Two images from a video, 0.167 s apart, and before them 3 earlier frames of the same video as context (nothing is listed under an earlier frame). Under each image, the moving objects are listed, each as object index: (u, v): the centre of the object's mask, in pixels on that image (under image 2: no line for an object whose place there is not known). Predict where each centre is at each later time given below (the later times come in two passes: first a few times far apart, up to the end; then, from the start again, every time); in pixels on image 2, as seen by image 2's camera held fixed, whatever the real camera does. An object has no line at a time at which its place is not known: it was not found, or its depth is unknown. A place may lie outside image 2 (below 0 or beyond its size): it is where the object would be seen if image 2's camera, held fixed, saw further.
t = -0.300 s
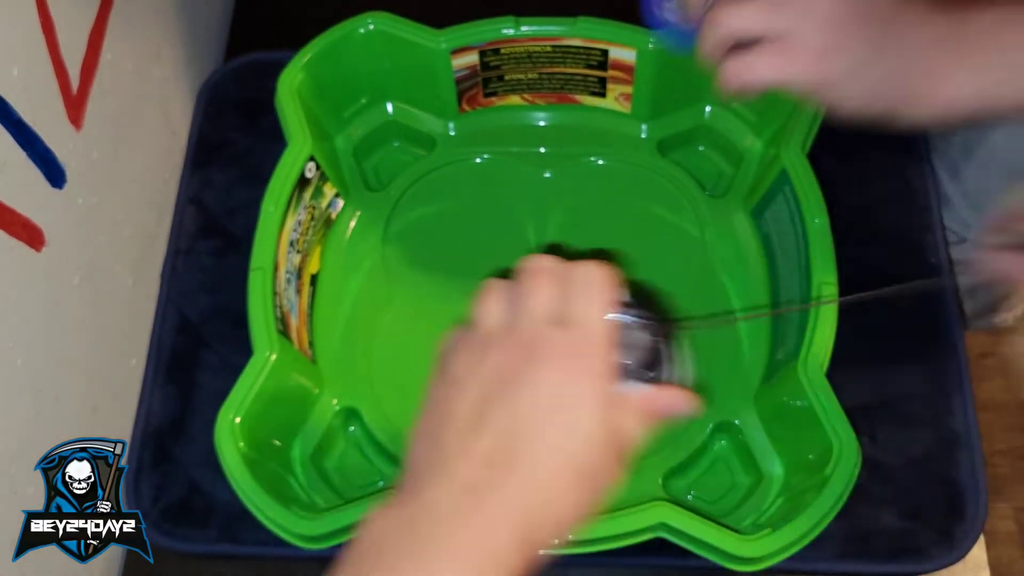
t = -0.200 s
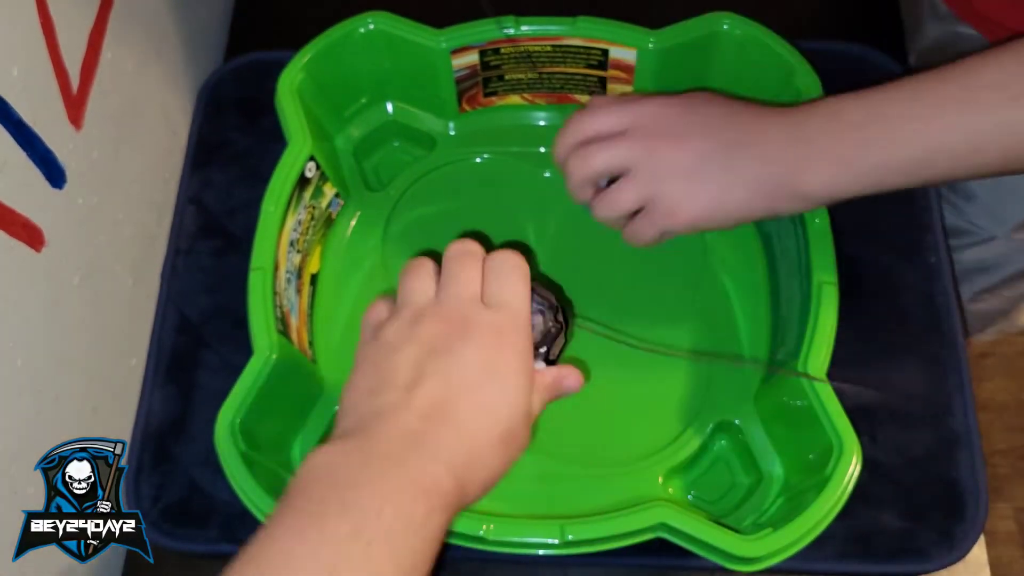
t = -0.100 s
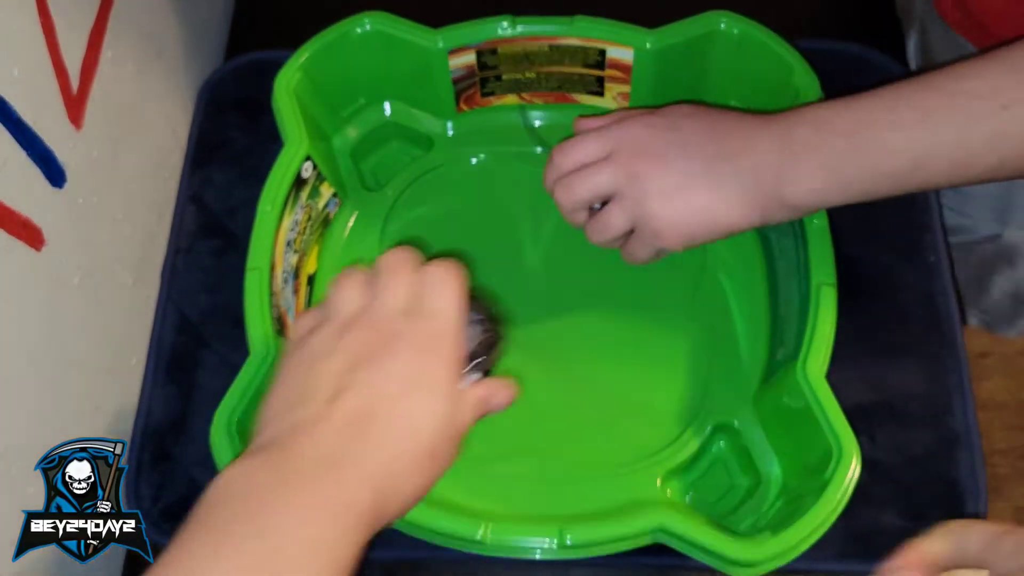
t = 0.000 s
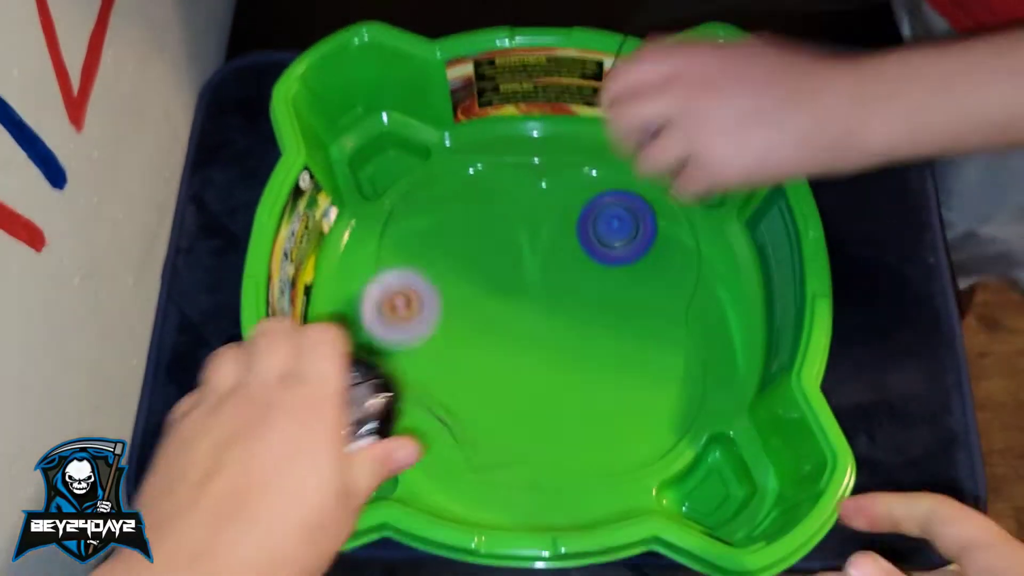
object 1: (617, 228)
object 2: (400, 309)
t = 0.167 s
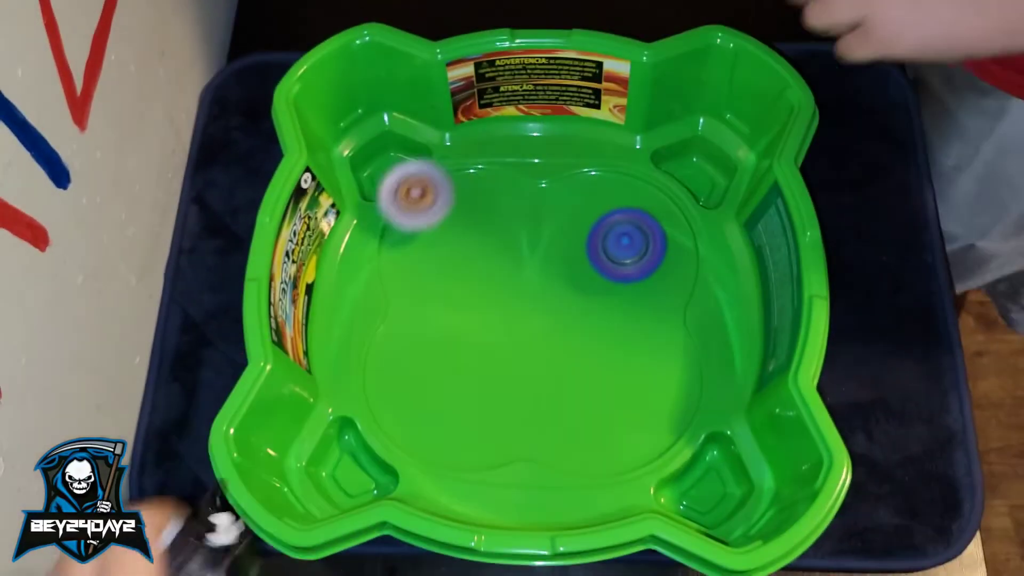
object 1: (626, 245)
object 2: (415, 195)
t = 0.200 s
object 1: (630, 247)
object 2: (430, 177)
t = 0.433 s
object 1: (672, 272)
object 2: (585, 210)
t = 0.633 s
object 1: (618, 311)
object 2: (540, 216)
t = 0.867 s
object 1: (562, 342)
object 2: (502, 211)
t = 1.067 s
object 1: (562, 358)
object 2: (490, 203)
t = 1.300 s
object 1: (613, 367)
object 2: (488, 224)
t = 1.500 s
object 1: (658, 367)
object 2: (495, 281)
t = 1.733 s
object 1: (636, 332)
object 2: (437, 314)
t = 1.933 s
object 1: (539, 308)
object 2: (426, 277)
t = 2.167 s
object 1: (527, 433)
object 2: (478, 197)
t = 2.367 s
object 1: (615, 447)
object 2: (597, 245)
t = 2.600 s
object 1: (601, 454)
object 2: (617, 311)
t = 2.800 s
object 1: (562, 431)
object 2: (575, 281)
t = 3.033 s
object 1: (534, 429)
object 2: (570, 230)
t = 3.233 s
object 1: (515, 404)
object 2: (567, 217)
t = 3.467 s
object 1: (483, 376)
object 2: (536, 246)
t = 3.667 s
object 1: (461, 367)
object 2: (510, 270)
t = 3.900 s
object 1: (457, 350)
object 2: (513, 276)
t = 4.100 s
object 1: (445, 312)
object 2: (550, 276)
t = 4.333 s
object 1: (416, 292)
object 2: (560, 320)
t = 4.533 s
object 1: (433, 289)
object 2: (522, 338)
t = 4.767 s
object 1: (438, 228)
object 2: (540, 368)
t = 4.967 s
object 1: (432, 175)
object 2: (548, 401)
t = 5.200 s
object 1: (464, 191)
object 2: (560, 379)
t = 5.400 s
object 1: (504, 198)
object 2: (564, 335)
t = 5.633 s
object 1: (549, 206)
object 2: (566, 287)
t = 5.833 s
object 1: (572, 175)
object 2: (567, 307)
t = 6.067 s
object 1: (554, 223)
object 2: (524, 314)
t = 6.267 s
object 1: (590, 267)
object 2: (498, 288)
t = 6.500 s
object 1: (648, 279)
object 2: (513, 260)
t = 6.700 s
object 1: (668, 280)
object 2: (545, 272)
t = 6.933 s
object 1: (632, 293)
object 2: (550, 324)
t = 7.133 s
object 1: (590, 326)
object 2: (497, 346)
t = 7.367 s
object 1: (582, 378)
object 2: (463, 327)
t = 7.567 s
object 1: (588, 391)
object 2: (483, 299)
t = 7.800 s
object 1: (552, 361)
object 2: (549, 282)
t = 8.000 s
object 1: (506, 376)
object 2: (592, 274)
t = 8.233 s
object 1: (484, 394)
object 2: (615, 286)
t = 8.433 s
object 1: (498, 362)
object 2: (590, 307)
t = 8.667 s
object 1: (437, 315)
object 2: (638, 273)
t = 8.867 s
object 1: (412, 277)
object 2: (682, 238)
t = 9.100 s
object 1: (406, 234)
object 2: (655, 208)
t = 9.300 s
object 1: (423, 199)
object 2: (603, 196)
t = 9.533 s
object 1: (462, 176)
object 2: (536, 221)
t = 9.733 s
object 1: (503, 179)
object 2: (493, 268)
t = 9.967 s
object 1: (551, 206)
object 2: (469, 329)
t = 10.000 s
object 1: (558, 211)
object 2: (468, 337)
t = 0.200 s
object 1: (630, 247)
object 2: (430, 177)
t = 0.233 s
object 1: (633, 249)
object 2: (450, 165)
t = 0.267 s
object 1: (636, 250)
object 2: (475, 163)
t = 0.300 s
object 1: (639, 251)
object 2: (502, 166)
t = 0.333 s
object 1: (642, 252)
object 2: (530, 179)
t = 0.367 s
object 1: (644, 254)
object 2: (558, 195)
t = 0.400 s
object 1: (648, 256)
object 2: (585, 212)
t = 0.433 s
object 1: (672, 272)
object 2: (585, 210)
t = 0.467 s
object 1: (685, 285)
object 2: (579, 209)
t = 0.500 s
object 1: (671, 288)
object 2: (572, 211)
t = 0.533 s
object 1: (657, 297)
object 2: (563, 210)
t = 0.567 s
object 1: (643, 302)
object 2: (555, 212)
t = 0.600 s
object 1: (630, 307)
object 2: (547, 214)
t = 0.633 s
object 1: (618, 311)
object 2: (540, 216)
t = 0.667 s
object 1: (606, 316)
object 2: (532, 217)
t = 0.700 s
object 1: (596, 321)
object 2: (525, 218)
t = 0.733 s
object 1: (587, 325)
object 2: (520, 218)
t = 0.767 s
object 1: (579, 330)
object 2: (515, 218)
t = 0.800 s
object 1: (572, 334)
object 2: (510, 216)
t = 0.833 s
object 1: (566, 338)
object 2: (506, 213)
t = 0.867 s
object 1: (562, 342)
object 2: (502, 211)
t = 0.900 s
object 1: (559, 346)
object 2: (500, 209)
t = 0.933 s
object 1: (557, 350)
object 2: (499, 208)
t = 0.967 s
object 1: (557, 353)
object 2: (496, 206)
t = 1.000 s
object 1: (557, 355)
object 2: (494, 204)
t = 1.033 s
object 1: (559, 357)
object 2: (492, 203)
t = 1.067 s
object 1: (562, 358)
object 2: (490, 203)
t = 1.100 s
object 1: (566, 359)
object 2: (489, 203)
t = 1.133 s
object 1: (572, 360)
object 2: (487, 205)
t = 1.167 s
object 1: (578, 361)
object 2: (486, 206)
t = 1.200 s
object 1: (585, 362)
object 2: (486, 209)
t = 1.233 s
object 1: (594, 364)
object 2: (486, 213)
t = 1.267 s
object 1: (603, 366)
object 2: (486, 218)
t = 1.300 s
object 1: (613, 367)
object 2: (488, 224)
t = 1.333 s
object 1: (622, 369)
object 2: (491, 230)
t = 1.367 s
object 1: (631, 370)
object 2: (493, 239)
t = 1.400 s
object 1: (640, 370)
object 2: (495, 248)
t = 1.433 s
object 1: (647, 370)
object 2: (497, 259)
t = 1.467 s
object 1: (653, 369)
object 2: (496, 270)
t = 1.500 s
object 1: (658, 367)
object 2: (495, 281)
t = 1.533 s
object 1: (661, 364)
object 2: (491, 291)
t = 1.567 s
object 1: (662, 360)
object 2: (486, 300)
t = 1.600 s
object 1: (661, 356)
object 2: (479, 308)
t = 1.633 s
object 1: (658, 351)
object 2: (470, 313)
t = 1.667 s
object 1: (652, 345)
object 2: (460, 316)
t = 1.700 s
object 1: (645, 339)
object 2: (449, 317)
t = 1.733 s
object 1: (636, 332)
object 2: (437, 314)
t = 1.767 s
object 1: (624, 326)
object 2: (427, 310)
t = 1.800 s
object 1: (611, 321)
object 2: (419, 305)
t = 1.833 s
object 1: (596, 315)
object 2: (415, 297)
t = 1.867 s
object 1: (579, 311)
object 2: (415, 291)
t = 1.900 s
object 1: (560, 309)
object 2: (419, 283)
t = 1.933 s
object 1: (539, 308)
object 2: (426, 277)
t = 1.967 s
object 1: (519, 311)
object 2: (438, 272)
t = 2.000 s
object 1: (505, 321)
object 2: (448, 264)
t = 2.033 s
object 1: (506, 346)
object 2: (445, 244)
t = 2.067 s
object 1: (509, 368)
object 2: (448, 226)
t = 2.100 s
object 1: (513, 391)
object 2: (454, 213)
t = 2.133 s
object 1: (519, 413)
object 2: (464, 203)
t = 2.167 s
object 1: (527, 433)
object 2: (478, 197)
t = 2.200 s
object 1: (539, 447)
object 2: (495, 194)
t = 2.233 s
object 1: (557, 448)
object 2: (515, 196)
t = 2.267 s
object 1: (576, 448)
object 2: (537, 202)
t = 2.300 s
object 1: (592, 448)
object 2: (558, 212)
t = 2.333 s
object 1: (605, 448)
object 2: (578, 227)
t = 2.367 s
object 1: (615, 447)
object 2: (597, 245)
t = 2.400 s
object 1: (622, 444)
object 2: (612, 268)
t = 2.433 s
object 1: (626, 438)
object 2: (624, 294)
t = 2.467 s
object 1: (628, 431)
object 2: (630, 323)
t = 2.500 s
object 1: (627, 433)
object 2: (628, 339)
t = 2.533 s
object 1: (623, 457)
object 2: (626, 325)
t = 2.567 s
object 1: (612, 456)
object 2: (622, 317)
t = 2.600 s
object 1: (601, 454)
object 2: (617, 311)
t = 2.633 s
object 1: (593, 447)
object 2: (611, 306)
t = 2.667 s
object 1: (585, 441)
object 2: (603, 301)
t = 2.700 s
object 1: (578, 436)
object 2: (595, 297)
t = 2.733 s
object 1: (572, 433)
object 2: (587, 293)
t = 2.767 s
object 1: (567, 431)
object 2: (580, 287)
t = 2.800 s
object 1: (562, 431)
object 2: (575, 281)
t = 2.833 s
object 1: (557, 431)
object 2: (571, 274)
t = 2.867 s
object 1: (552, 432)
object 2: (567, 266)
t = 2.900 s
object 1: (548, 432)
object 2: (566, 259)
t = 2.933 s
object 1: (544, 433)
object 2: (567, 250)
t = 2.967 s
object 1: (541, 432)
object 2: (567, 242)
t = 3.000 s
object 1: (538, 431)
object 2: (568, 236)
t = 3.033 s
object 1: (534, 429)
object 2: (570, 230)
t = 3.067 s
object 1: (531, 426)
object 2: (571, 223)
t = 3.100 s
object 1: (528, 423)
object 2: (571, 218)
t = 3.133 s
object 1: (525, 420)
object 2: (570, 216)
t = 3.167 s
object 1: (522, 415)
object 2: (570, 216)
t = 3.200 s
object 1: (519, 410)
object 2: (569, 216)
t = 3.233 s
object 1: (515, 404)
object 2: (567, 217)
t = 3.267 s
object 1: (511, 399)
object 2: (565, 219)
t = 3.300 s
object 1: (507, 394)
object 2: (561, 222)
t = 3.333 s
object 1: (502, 389)
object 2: (557, 226)
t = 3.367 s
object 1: (497, 385)
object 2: (552, 230)
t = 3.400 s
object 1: (493, 382)
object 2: (547, 235)
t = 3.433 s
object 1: (488, 379)
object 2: (542, 241)
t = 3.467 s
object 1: (483, 376)
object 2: (536, 246)
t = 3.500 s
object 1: (478, 374)
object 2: (530, 250)
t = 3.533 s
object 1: (474, 372)
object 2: (525, 255)
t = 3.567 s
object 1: (470, 371)
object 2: (520, 259)
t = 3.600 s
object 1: (466, 370)
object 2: (515, 264)
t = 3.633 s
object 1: (463, 368)
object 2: (512, 267)
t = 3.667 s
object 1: (461, 367)
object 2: (510, 270)
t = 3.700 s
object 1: (460, 365)
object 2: (509, 274)
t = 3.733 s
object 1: (459, 362)
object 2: (508, 277)
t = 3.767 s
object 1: (460, 361)
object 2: (507, 281)
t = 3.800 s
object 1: (460, 357)
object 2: (507, 283)
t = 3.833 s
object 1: (462, 354)
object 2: (505, 285)
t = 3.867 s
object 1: (460, 352)
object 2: (506, 281)
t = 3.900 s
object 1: (457, 350)
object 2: (513, 276)
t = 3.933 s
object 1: (456, 345)
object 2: (520, 271)
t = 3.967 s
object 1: (456, 338)
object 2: (528, 269)
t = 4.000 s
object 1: (454, 331)
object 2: (535, 269)
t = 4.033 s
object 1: (452, 325)
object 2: (541, 270)
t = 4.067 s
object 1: (449, 318)
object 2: (546, 273)
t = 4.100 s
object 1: (445, 312)
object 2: (550, 276)
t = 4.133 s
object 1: (440, 307)
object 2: (554, 281)
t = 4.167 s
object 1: (435, 303)
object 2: (558, 287)
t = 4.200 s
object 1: (429, 299)
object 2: (561, 293)
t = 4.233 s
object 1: (424, 297)
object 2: (562, 300)
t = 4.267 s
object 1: (421, 295)
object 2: (563, 306)
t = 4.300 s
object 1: (418, 293)
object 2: (562, 314)
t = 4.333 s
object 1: (416, 292)
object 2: (560, 320)
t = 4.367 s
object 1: (416, 292)
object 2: (555, 326)
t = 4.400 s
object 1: (416, 291)
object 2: (550, 331)
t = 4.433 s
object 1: (419, 291)
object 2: (544, 335)
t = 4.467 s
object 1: (422, 290)
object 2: (537, 338)
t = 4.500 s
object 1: (427, 290)
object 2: (529, 339)
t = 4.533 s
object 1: (433, 289)
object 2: (522, 338)
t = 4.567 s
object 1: (440, 288)
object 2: (514, 336)
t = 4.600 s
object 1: (447, 286)
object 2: (510, 332)
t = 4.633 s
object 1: (443, 271)
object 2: (519, 340)
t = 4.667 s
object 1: (441, 259)
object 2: (528, 350)
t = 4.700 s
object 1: (440, 248)
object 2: (535, 357)
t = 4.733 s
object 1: (439, 238)
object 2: (538, 362)
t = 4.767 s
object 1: (438, 228)
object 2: (540, 368)
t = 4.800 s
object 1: (436, 218)
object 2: (541, 375)
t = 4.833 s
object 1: (435, 209)
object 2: (543, 382)
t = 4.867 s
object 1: (434, 200)
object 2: (544, 391)
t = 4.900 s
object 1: (434, 190)
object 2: (546, 396)
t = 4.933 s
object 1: (434, 181)
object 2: (547, 400)
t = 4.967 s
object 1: (432, 175)
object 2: (548, 401)
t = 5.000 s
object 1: (434, 179)
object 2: (551, 400)
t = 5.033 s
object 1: (437, 184)
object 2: (552, 399)
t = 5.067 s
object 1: (441, 188)
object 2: (553, 396)
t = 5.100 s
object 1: (446, 191)
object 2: (555, 393)
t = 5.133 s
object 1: (452, 191)
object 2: (557, 390)
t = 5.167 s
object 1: (457, 191)
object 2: (558, 385)
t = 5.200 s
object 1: (464, 191)
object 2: (560, 379)
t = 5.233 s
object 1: (470, 192)
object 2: (561, 373)
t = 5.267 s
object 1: (476, 192)
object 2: (562, 366)
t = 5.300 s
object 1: (483, 193)
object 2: (563, 359)
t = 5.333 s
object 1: (490, 194)
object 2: (563, 351)
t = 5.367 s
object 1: (497, 196)
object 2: (563, 343)
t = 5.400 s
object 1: (504, 198)
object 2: (564, 335)
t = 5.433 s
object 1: (510, 199)
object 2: (564, 327)
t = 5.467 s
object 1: (517, 201)
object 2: (565, 319)
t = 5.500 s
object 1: (523, 202)
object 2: (565, 311)
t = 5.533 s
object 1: (530, 203)
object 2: (565, 304)
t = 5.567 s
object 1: (536, 203)
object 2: (566, 297)
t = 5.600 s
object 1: (542, 205)
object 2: (566, 292)
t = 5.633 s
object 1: (549, 206)
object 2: (566, 287)
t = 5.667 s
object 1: (555, 205)
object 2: (567, 282)
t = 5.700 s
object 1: (561, 203)
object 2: (567, 280)
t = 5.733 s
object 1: (566, 193)
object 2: (569, 290)
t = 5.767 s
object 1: (570, 185)
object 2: (569, 299)
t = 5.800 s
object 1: (573, 178)
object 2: (569, 303)
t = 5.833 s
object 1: (572, 175)
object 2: (567, 307)
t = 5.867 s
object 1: (567, 176)
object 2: (563, 311)
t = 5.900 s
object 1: (558, 181)
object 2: (559, 313)
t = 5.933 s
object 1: (551, 189)
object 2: (552, 315)
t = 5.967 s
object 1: (548, 196)
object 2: (546, 317)
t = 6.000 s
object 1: (548, 205)
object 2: (538, 317)
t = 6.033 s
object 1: (550, 214)
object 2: (531, 315)
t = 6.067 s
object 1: (554, 223)
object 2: (524, 314)
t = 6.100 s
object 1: (558, 232)
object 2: (518, 311)
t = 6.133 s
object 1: (563, 242)
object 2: (512, 307)
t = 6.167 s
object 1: (569, 249)
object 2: (508, 303)
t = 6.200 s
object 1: (575, 257)
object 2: (503, 298)
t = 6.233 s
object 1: (582, 262)
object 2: (501, 293)
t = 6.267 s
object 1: (590, 267)
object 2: (498, 288)
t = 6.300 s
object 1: (598, 271)
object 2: (498, 282)
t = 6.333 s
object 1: (607, 274)
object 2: (497, 278)
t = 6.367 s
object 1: (615, 276)
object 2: (499, 273)
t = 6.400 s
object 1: (624, 277)
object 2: (501, 268)
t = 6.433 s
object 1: (632, 278)
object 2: (504, 265)
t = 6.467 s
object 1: (640, 279)
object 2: (507, 262)
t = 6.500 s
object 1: (648, 279)
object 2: (513, 260)
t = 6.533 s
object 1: (654, 280)
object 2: (517, 259)
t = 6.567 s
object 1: (660, 280)
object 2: (523, 259)
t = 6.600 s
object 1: (664, 280)
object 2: (528, 260)
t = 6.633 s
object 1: (666, 280)
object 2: (534, 263)
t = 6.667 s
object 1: (668, 280)
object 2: (540, 266)
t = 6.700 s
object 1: (668, 280)
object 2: (545, 272)
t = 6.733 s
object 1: (667, 281)
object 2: (551, 277)
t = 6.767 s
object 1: (664, 282)
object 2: (554, 284)
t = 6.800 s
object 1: (659, 283)
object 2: (558, 291)
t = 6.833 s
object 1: (653, 285)
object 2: (559, 299)
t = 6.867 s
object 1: (646, 288)
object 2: (559, 307)
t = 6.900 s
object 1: (637, 291)
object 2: (559, 314)
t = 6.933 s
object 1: (632, 293)
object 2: (550, 324)
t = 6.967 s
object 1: (627, 297)
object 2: (541, 332)
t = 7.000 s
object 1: (618, 301)
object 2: (529, 338)
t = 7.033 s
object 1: (610, 307)
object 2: (521, 343)
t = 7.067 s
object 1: (602, 313)
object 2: (512, 344)
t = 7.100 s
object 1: (595, 319)
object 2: (504, 346)
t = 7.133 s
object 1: (590, 326)
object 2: (497, 346)
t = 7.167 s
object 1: (585, 334)
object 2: (490, 344)
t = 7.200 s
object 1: (582, 342)
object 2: (483, 343)
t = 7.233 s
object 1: (580, 349)
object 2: (478, 340)
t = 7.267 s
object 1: (579, 357)
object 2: (471, 337)
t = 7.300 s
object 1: (580, 364)
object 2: (468, 335)
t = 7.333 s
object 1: (580, 372)
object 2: (466, 331)
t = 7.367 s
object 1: (582, 378)
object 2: (463, 327)
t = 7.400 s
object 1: (584, 384)
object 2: (463, 323)
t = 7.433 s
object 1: (586, 389)
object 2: (465, 317)
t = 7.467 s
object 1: (588, 391)
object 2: (467, 313)
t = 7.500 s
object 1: (588, 393)
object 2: (471, 309)
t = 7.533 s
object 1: (589, 392)
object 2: (477, 303)
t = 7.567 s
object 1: (588, 391)
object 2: (483, 299)
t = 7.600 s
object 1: (586, 388)
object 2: (491, 295)
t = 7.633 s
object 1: (584, 384)
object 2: (502, 291)
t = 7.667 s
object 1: (580, 379)
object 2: (510, 288)
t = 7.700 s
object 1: (574, 373)
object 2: (521, 287)
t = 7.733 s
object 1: (568, 367)
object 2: (531, 286)
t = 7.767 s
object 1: (560, 361)
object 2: (540, 286)
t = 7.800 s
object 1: (552, 361)
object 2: (549, 282)
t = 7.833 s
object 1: (544, 363)
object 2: (559, 277)
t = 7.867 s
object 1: (535, 364)
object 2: (567, 274)
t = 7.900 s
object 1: (526, 367)
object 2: (574, 272)
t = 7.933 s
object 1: (519, 369)
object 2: (581, 273)
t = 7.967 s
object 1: (512, 373)
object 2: (587, 273)
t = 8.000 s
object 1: (506, 376)
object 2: (592, 274)
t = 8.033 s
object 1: (500, 380)
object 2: (598, 276)
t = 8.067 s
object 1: (495, 384)
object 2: (604, 277)
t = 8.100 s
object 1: (491, 388)
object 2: (608, 278)
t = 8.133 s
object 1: (487, 391)
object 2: (611, 280)
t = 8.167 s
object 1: (485, 393)
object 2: (614, 283)
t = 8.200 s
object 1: (484, 394)
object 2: (616, 284)
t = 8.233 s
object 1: (484, 394)
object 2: (615, 286)
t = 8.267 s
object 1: (485, 392)
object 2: (614, 290)
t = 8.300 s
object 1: (488, 389)
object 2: (612, 293)
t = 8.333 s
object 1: (490, 384)
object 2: (609, 296)
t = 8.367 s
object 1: (493, 377)
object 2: (603, 299)
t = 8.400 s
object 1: (496, 371)
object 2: (596, 304)
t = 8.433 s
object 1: (498, 362)
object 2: (590, 307)
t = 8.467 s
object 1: (500, 354)
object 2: (582, 309)
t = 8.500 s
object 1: (500, 345)
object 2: (572, 311)
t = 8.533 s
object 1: (490, 338)
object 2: (579, 303)
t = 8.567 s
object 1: (468, 335)
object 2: (599, 295)
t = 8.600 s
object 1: (452, 329)
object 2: (614, 286)
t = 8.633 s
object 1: (442, 322)
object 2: (628, 279)
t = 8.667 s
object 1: (437, 315)
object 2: (638, 273)
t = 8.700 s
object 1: (431, 308)
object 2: (646, 268)
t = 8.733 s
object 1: (426, 302)
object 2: (654, 263)
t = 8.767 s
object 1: (423, 296)
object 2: (662, 258)
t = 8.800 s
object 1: (419, 290)
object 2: (670, 252)
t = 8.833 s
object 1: (415, 284)
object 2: (677, 245)
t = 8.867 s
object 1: (412, 277)
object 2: (682, 238)
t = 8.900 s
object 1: (410, 271)
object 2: (683, 233)
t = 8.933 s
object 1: (408, 265)
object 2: (679, 232)
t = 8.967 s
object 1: (406, 259)
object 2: (675, 230)
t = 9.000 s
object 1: (405, 252)
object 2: (672, 225)
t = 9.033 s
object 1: (405, 246)
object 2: (667, 218)
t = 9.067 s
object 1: (405, 240)
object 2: (661, 213)
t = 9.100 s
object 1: (406, 234)
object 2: (655, 208)
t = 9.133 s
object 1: (407, 227)
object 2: (647, 204)
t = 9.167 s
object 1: (409, 222)
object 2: (639, 200)
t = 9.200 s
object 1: (412, 216)
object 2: (631, 198)
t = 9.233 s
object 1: (415, 210)
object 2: (622, 196)
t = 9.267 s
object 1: (419, 204)
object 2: (613, 195)
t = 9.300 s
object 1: (423, 199)
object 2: (603, 196)
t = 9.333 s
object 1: (428, 195)
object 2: (593, 197)
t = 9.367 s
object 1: (433, 190)
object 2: (584, 199)
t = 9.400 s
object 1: (438, 186)
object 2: (574, 202)
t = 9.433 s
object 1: (445, 183)
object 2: (564, 206)
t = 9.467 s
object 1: (450, 180)
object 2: (555, 210)
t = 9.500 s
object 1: (457, 178)
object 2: (546, 215)
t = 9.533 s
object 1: (462, 176)
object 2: (536, 221)
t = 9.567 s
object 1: (469, 175)
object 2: (527, 228)
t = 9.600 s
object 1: (476, 175)
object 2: (519, 236)
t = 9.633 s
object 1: (482, 175)
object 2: (512, 243)
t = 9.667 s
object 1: (489, 176)
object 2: (505, 252)
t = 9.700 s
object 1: (496, 178)
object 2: (499, 260)
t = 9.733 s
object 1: (503, 179)
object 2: (493, 268)
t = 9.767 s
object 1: (511, 182)
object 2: (488, 277)
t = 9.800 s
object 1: (517, 185)
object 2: (484, 286)
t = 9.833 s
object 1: (523, 188)
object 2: (480, 294)
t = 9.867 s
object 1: (530, 192)
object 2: (476, 303)
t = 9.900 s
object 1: (538, 197)
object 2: (473, 311)
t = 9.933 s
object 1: (545, 201)
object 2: (471, 320)
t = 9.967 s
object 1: (551, 206)
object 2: (469, 329)
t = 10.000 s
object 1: (558, 211)
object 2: (468, 337)
